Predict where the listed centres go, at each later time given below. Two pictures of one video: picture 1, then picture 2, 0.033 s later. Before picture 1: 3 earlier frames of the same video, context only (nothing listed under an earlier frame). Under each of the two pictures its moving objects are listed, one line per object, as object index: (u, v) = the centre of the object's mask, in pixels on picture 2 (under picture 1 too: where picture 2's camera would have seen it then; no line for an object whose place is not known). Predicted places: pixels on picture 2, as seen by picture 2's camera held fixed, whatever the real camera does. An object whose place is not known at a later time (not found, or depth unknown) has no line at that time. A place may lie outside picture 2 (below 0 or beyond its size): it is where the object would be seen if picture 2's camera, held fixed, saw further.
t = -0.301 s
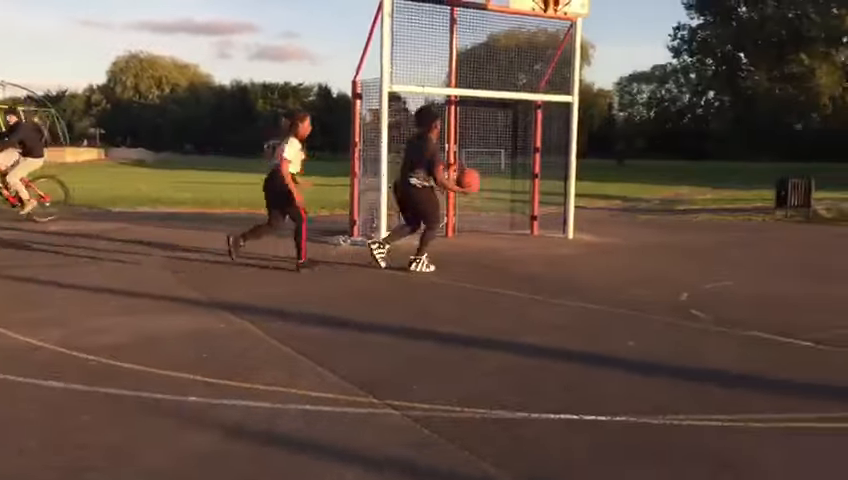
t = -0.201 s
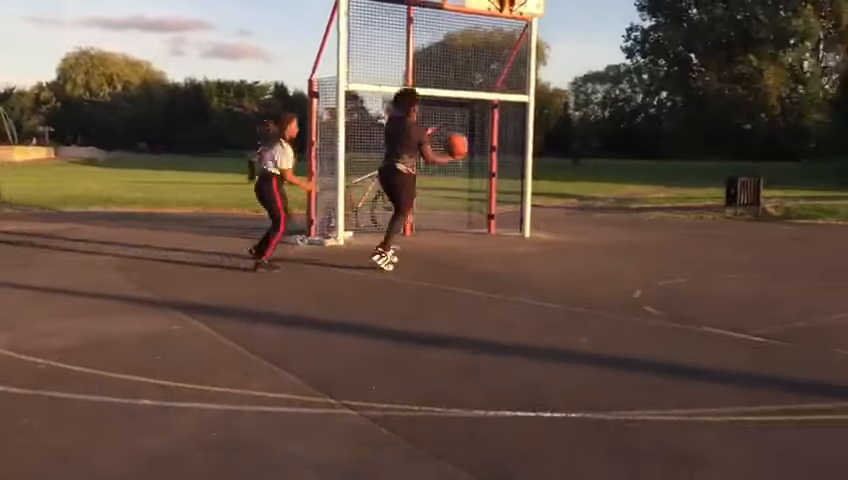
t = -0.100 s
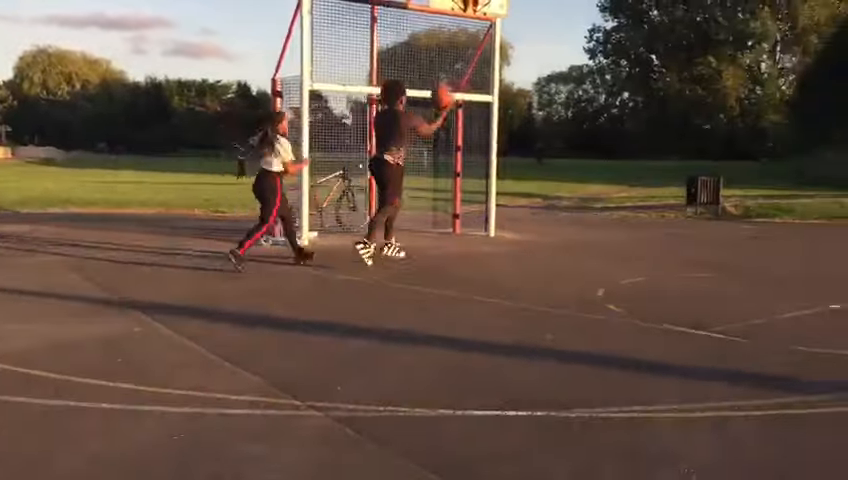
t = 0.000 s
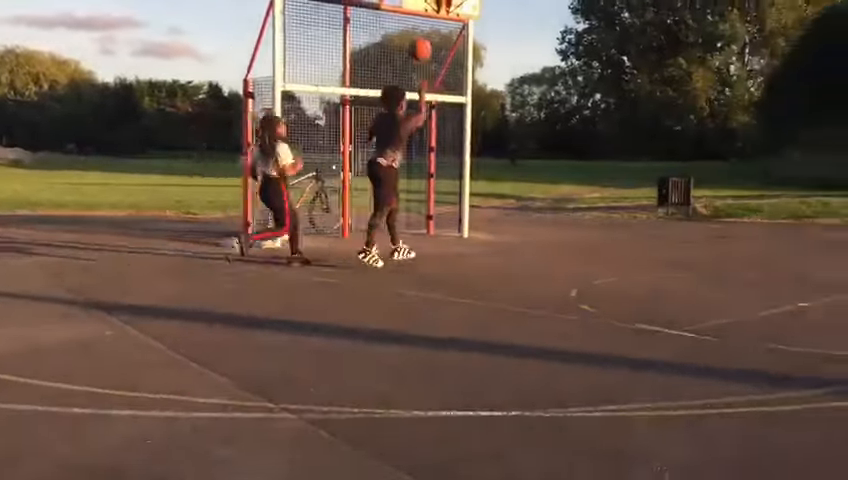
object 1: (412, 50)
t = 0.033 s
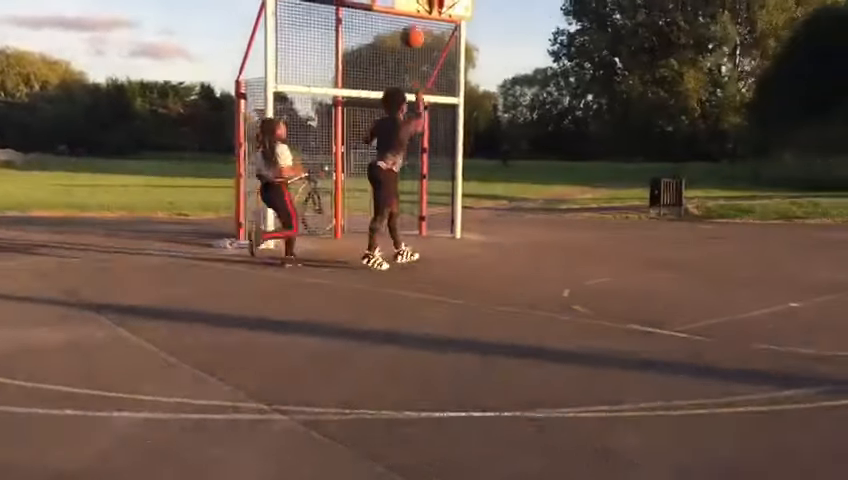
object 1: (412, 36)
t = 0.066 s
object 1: (413, 24)
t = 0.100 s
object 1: (413, 13)
